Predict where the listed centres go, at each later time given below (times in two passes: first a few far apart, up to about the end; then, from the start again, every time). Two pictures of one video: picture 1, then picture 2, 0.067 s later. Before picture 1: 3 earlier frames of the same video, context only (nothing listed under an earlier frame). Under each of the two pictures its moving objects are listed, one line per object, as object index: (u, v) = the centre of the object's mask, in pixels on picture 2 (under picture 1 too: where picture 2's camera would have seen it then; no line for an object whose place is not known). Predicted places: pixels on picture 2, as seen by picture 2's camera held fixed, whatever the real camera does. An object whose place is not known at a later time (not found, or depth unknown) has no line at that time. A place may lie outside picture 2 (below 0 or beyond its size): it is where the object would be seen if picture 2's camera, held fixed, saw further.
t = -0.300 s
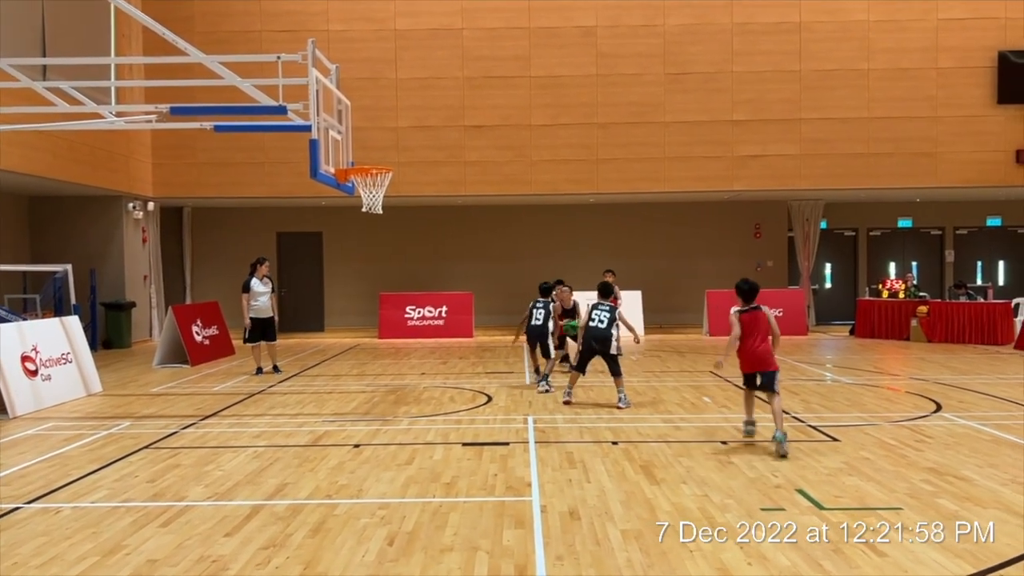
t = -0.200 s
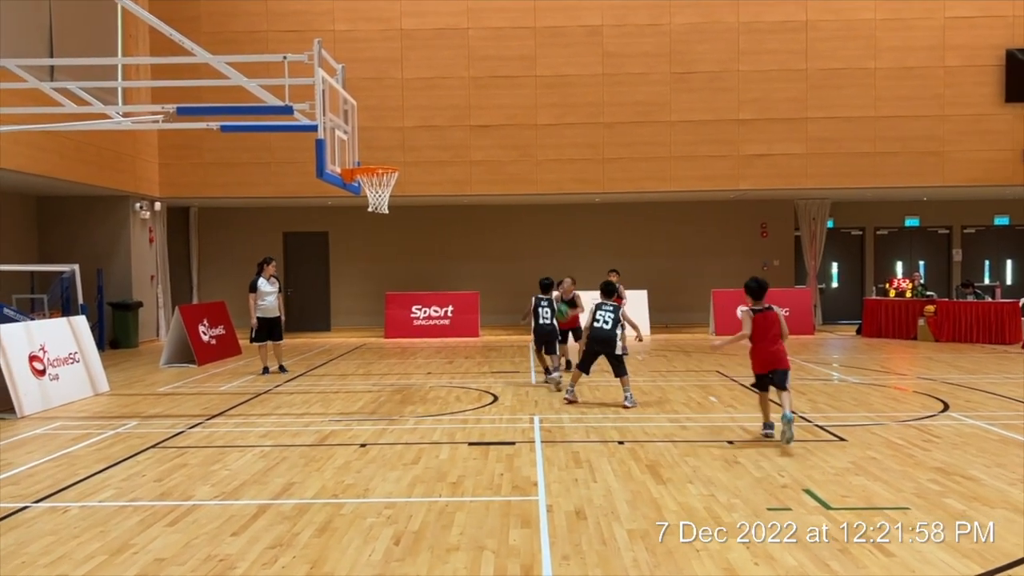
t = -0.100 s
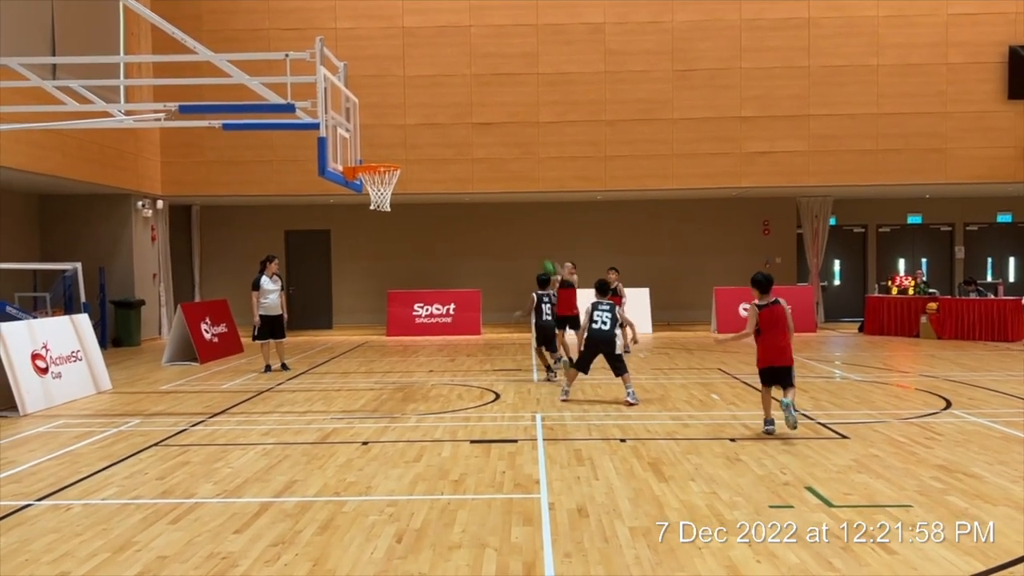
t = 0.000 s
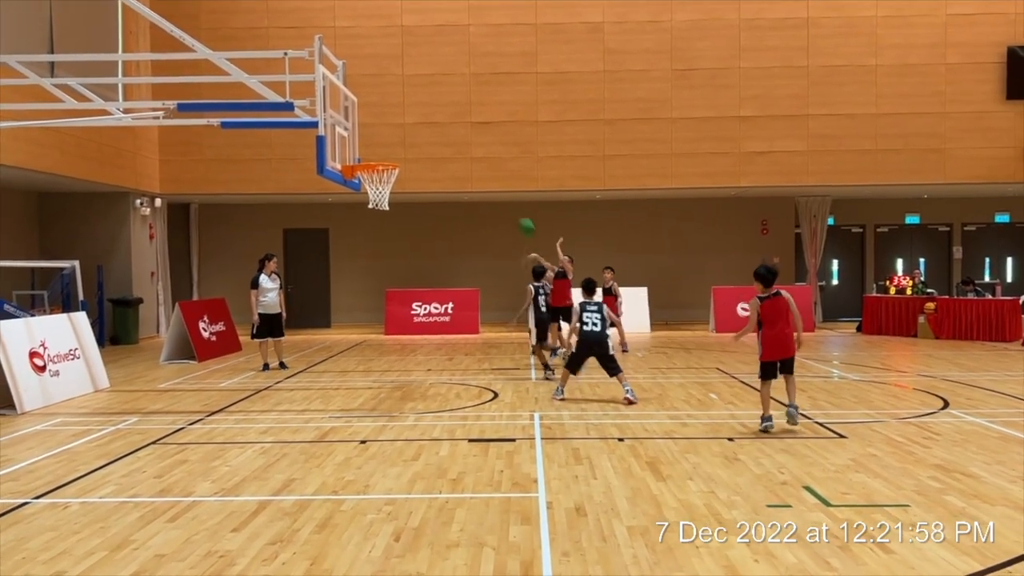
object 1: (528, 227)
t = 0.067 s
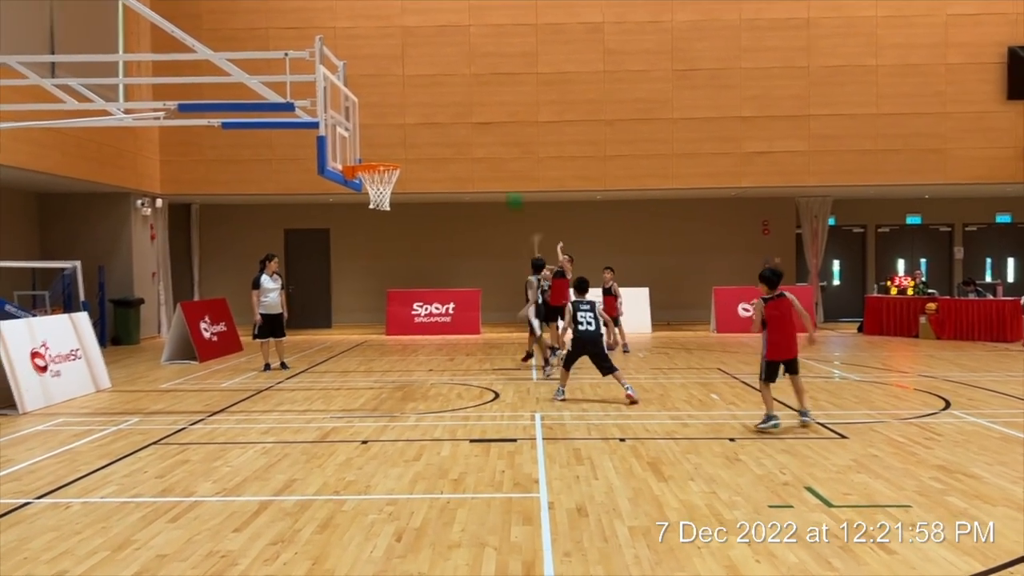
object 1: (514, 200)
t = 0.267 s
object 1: (468, 139)
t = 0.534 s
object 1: (400, 101)
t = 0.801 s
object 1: (359, 120)
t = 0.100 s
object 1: (506, 189)
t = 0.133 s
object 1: (499, 178)
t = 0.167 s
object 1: (491, 167)
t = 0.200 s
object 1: (483, 157)
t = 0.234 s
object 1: (475, 147)
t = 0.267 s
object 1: (468, 139)
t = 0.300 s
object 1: (460, 131)
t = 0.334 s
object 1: (451, 124)
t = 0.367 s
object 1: (443, 119)
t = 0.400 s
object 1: (435, 113)
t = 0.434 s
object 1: (426, 109)
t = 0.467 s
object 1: (418, 106)
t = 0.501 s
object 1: (409, 102)
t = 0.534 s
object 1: (400, 101)
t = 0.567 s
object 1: (391, 100)
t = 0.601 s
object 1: (382, 100)
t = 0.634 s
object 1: (373, 101)
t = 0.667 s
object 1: (363, 103)
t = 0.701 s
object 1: (353, 106)
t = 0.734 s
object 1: (348, 110)
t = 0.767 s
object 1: (353, 114)
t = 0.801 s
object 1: (359, 120)
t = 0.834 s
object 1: (365, 126)
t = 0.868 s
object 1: (371, 133)
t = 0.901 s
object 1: (377, 141)
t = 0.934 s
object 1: (382, 151)
